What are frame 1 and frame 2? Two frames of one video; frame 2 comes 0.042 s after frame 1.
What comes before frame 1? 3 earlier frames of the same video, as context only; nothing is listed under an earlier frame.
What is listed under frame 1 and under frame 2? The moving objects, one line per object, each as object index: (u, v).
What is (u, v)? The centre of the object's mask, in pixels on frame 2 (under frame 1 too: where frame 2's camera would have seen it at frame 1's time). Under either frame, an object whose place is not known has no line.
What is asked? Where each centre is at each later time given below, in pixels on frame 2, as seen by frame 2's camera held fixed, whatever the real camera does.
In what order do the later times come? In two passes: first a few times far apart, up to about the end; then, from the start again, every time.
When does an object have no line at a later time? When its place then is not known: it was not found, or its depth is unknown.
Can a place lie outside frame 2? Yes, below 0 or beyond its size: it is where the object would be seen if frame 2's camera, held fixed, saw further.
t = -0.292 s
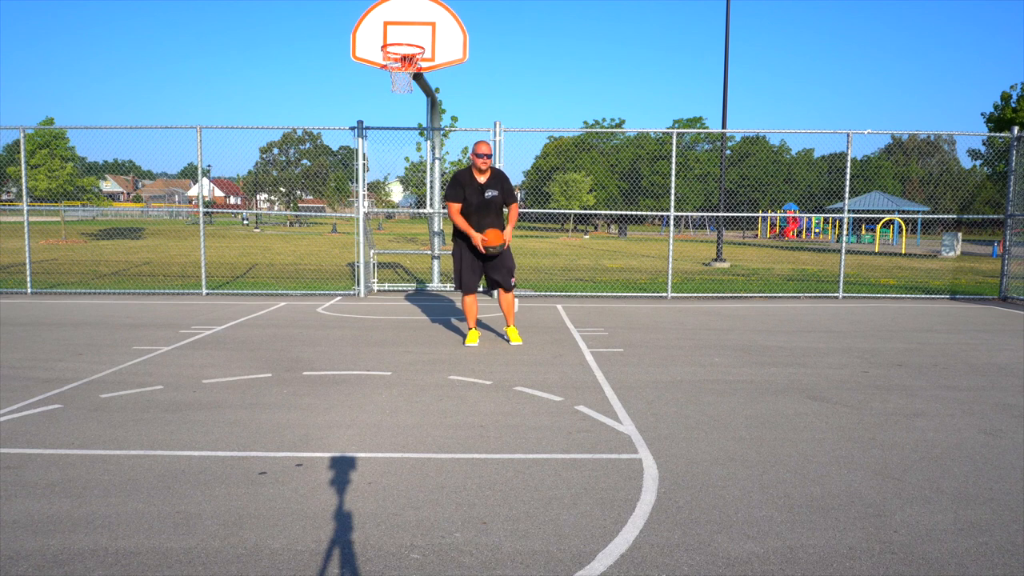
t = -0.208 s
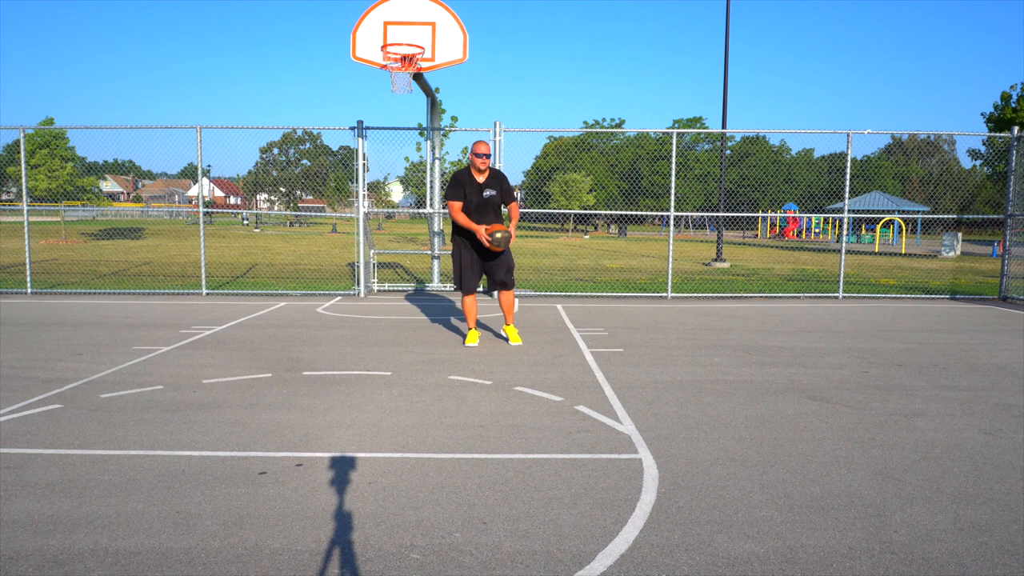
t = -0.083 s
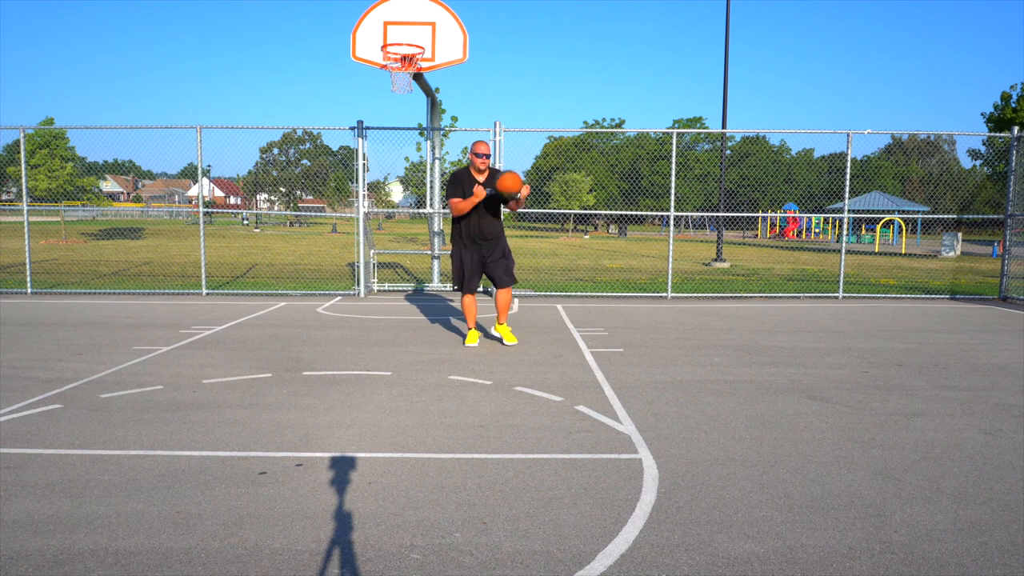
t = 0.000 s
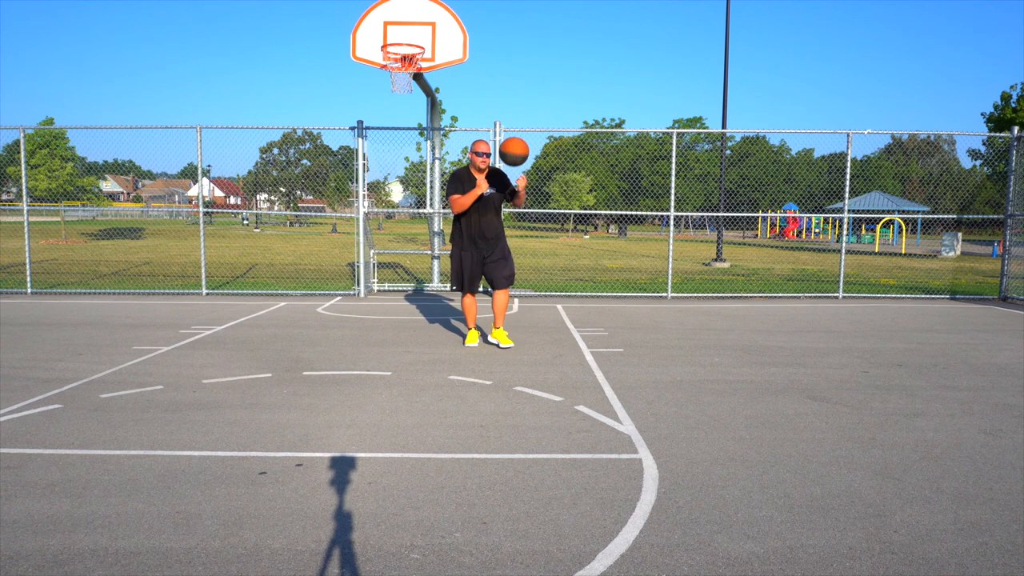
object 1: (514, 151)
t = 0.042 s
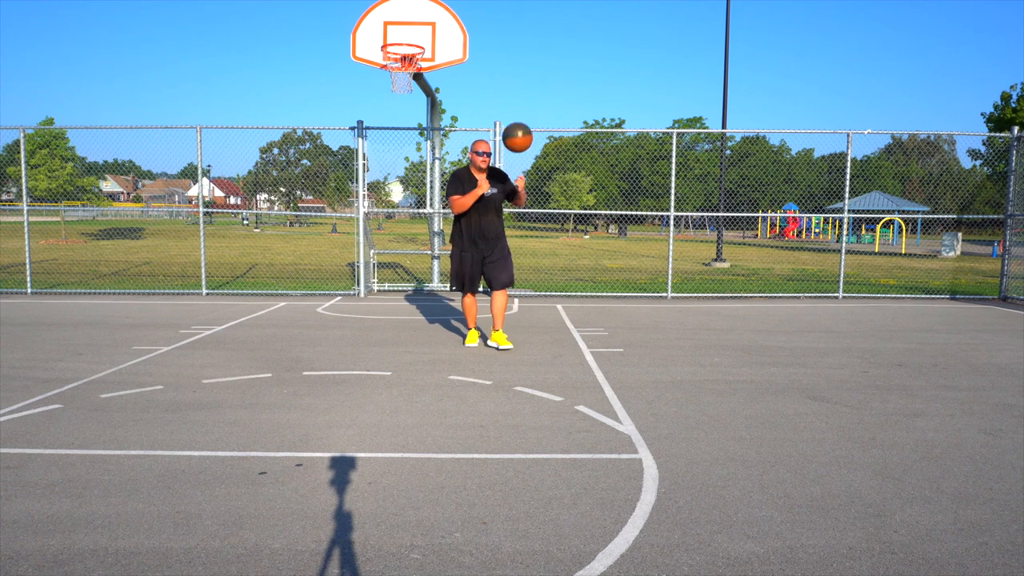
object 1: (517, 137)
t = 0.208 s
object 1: (531, 99)
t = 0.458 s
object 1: (553, 108)
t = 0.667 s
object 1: (574, 192)
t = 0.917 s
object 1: (599, 391)
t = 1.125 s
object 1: (582, 263)
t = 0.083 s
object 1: (521, 124)
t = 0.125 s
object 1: (524, 114)
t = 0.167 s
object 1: (527, 106)
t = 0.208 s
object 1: (531, 99)
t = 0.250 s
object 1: (534, 94)
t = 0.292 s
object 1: (538, 93)
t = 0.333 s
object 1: (542, 93)
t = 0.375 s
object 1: (546, 95)
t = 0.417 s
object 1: (549, 100)
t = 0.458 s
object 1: (553, 108)
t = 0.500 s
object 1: (558, 118)
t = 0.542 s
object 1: (561, 132)
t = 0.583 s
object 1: (566, 149)
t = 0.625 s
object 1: (570, 169)
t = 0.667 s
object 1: (574, 192)
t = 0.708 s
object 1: (579, 220)
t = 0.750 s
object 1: (583, 251)
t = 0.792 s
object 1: (587, 284)
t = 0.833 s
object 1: (592, 323)
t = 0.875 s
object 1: (597, 366)
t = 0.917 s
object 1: (599, 391)
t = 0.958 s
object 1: (596, 359)
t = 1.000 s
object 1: (593, 331)
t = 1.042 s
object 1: (589, 305)
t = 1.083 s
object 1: (586, 282)
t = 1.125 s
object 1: (582, 263)
